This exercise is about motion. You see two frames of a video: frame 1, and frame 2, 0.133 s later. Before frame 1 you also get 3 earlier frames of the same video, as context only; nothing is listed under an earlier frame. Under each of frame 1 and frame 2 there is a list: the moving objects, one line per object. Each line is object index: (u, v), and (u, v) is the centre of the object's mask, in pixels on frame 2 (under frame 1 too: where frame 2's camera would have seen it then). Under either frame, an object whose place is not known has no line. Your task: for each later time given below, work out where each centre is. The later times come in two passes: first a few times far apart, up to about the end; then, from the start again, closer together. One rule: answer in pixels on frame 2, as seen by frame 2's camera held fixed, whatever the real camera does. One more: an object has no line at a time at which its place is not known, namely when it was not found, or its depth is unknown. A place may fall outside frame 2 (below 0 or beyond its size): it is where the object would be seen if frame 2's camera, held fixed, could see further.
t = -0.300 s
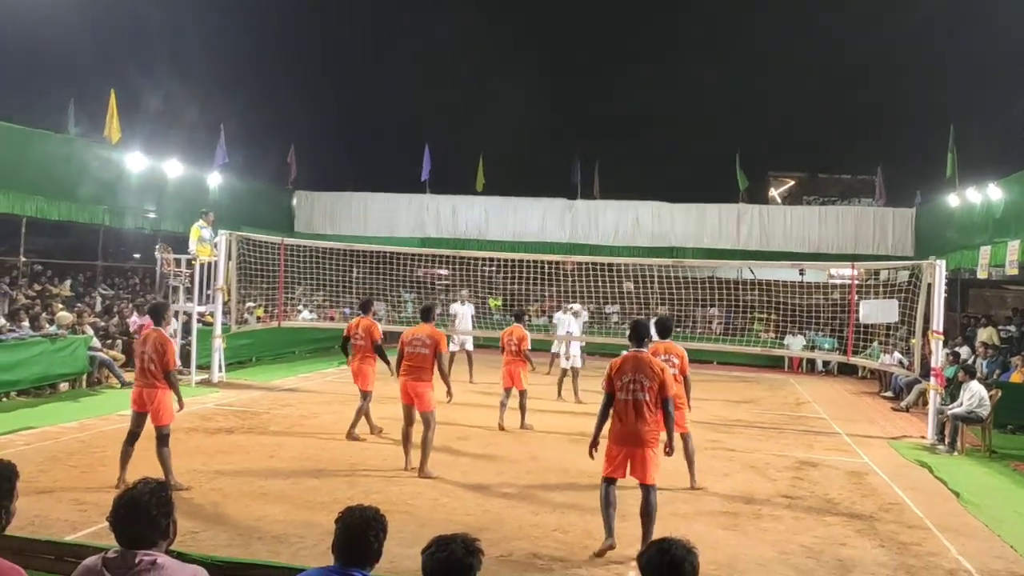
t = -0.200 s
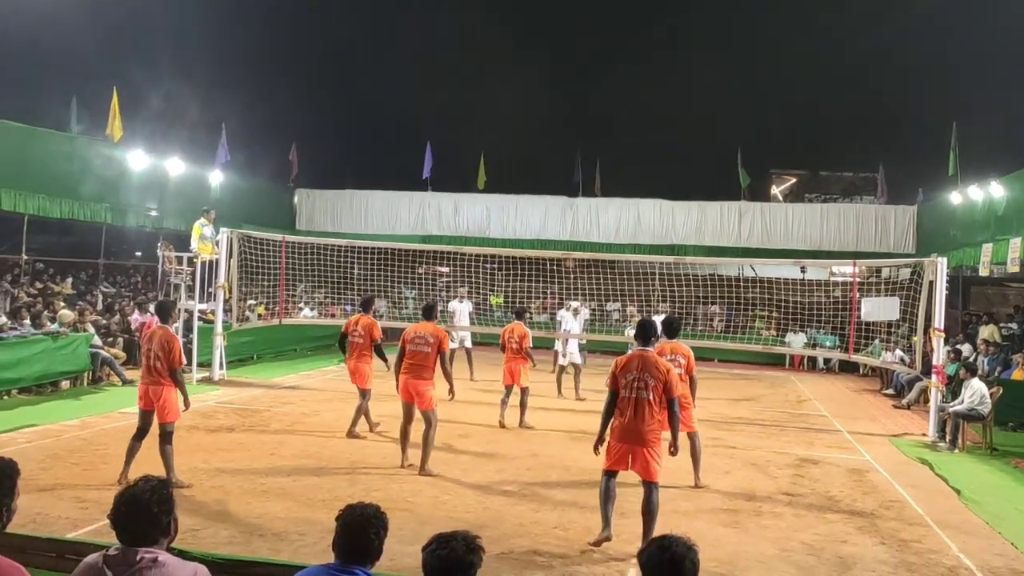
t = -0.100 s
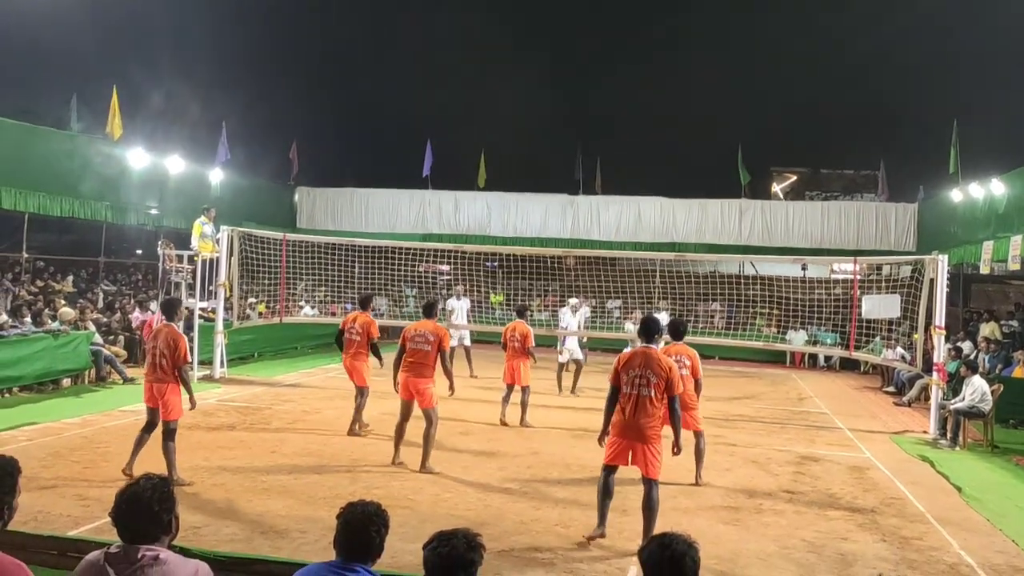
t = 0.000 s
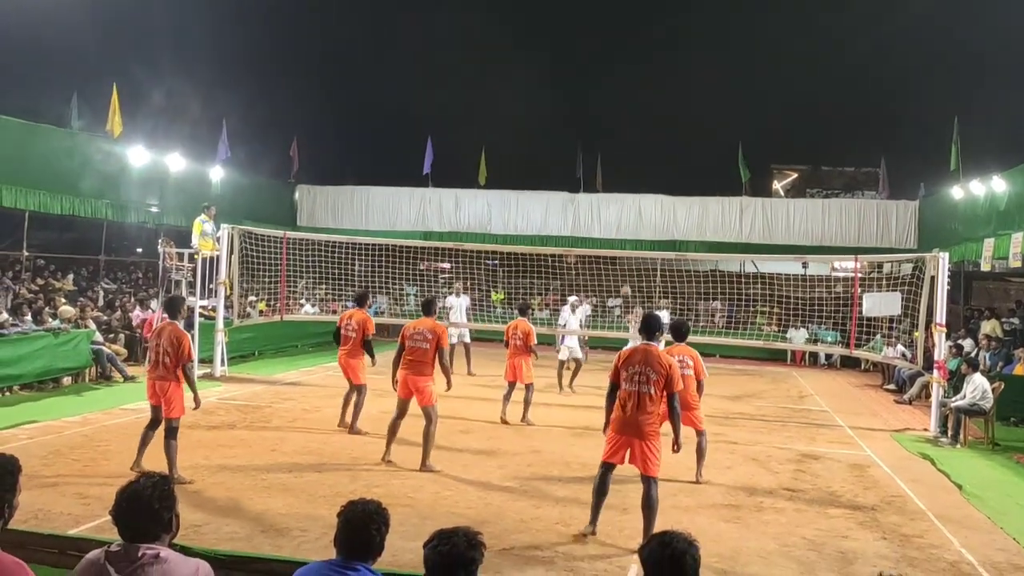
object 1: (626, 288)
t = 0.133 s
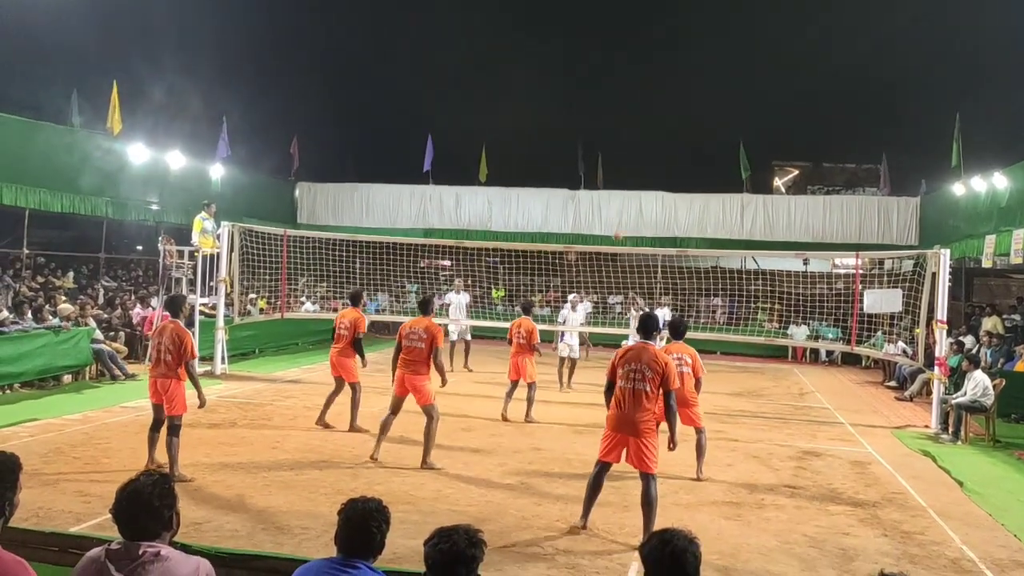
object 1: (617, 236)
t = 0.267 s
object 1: (606, 188)
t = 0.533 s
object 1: (579, 119)
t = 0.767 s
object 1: (552, 93)
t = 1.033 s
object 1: (515, 109)
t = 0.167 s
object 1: (614, 224)
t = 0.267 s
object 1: (606, 188)
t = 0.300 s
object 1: (603, 178)
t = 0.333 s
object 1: (599, 169)
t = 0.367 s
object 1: (596, 159)
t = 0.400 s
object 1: (593, 150)
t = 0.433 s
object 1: (589, 142)
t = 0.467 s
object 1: (586, 134)
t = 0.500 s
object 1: (583, 127)
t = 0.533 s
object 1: (579, 119)
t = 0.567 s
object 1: (576, 114)
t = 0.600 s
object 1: (572, 109)
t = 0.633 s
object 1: (569, 104)
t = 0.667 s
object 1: (565, 100)
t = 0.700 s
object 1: (561, 97)
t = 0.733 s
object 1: (557, 95)
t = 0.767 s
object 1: (552, 93)
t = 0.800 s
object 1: (548, 92)
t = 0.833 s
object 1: (544, 92)
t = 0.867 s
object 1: (540, 93)
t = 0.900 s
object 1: (535, 94)
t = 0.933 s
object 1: (530, 97)
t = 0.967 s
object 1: (525, 100)
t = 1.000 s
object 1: (520, 104)
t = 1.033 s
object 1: (515, 109)
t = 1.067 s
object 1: (510, 116)
